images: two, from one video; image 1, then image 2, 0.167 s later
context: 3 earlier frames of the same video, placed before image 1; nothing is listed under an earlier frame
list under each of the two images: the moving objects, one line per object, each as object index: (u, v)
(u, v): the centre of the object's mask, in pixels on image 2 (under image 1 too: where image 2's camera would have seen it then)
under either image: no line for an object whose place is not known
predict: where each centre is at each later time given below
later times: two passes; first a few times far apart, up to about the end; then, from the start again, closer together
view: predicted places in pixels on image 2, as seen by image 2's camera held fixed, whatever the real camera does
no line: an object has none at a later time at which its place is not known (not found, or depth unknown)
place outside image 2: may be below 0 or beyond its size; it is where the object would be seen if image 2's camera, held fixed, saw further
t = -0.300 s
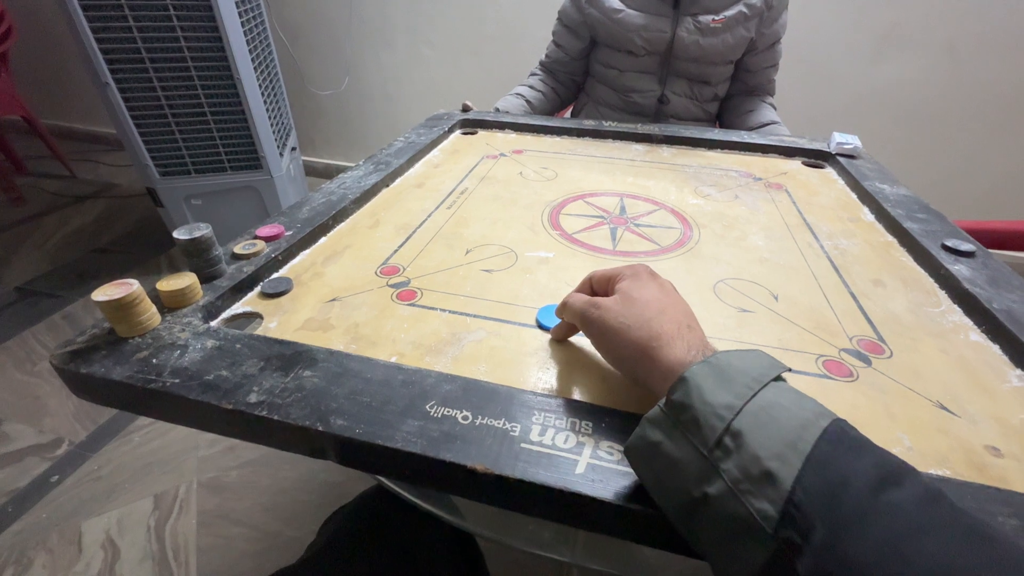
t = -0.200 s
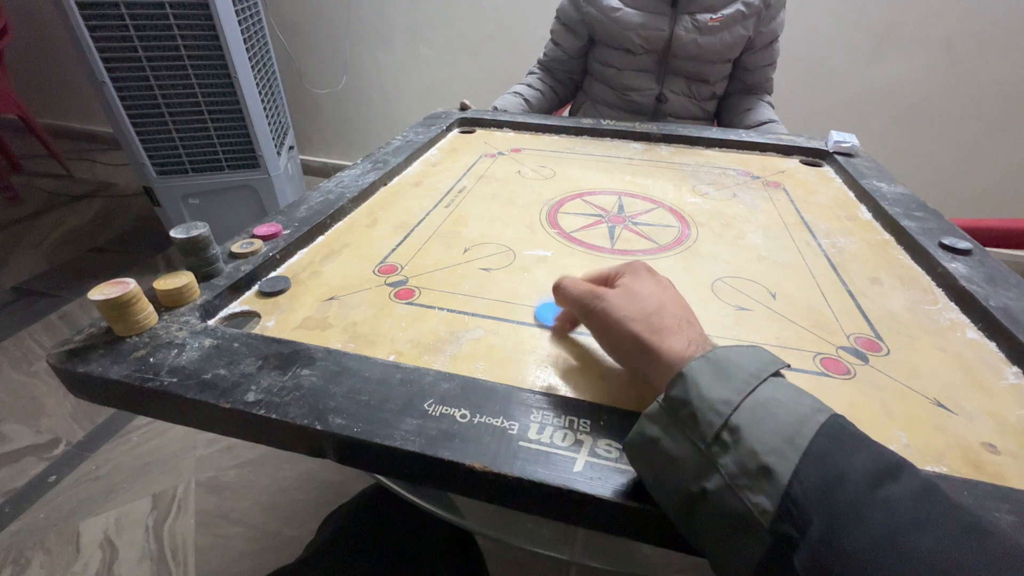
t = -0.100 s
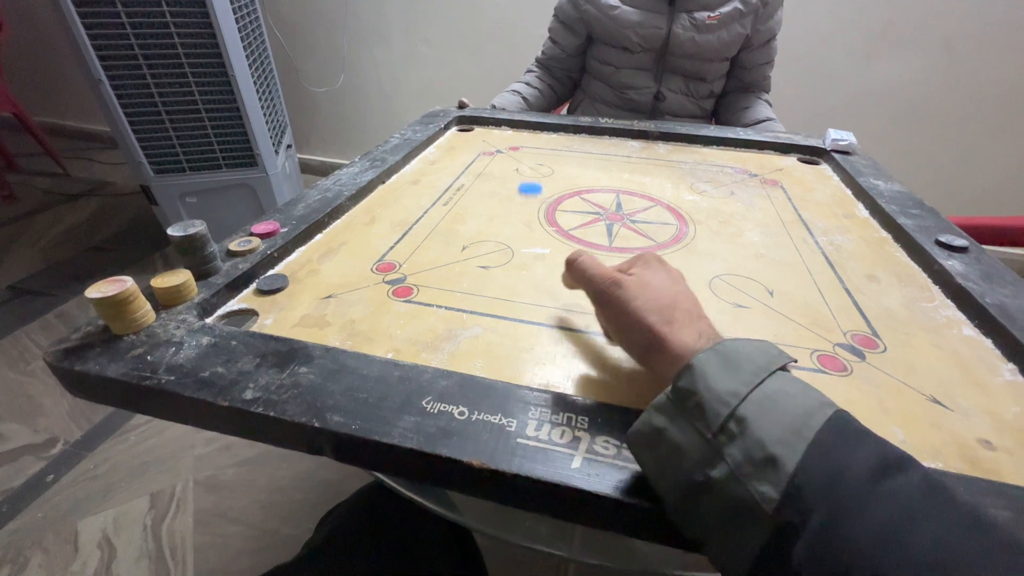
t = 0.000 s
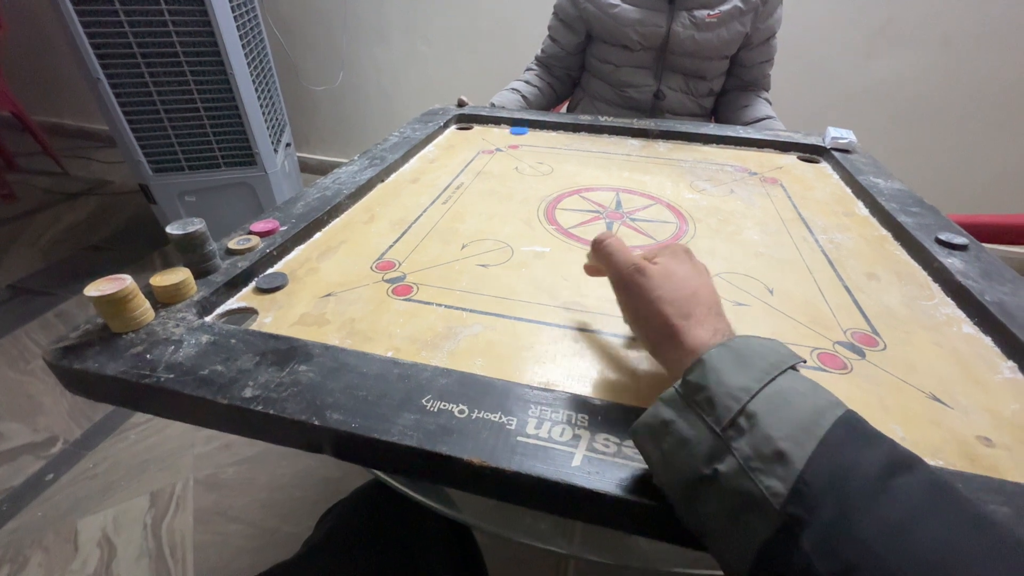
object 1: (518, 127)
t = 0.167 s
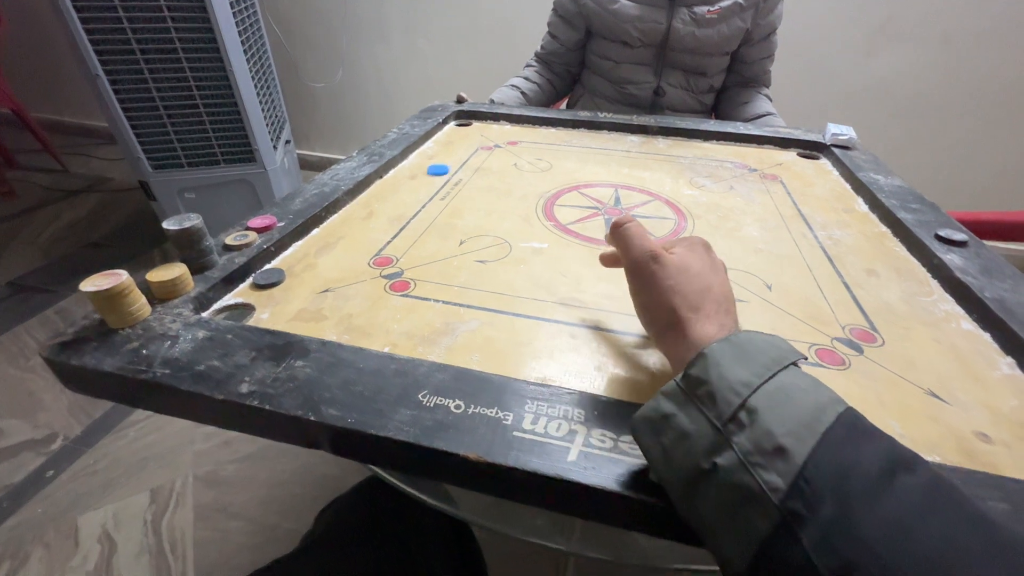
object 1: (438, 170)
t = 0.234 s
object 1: (396, 192)
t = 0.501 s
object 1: (306, 297)
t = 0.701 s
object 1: (342, 331)
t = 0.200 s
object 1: (418, 180)
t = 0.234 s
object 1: (396, 192)
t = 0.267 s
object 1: (373, 203)
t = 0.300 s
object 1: (349, 216)
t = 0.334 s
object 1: (335, 230)
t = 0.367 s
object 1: (322, 245)
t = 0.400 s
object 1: (308, 261)
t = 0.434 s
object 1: (303, 275)
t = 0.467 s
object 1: (305, 286)
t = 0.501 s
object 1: (306, 297)
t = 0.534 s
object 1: (307, 309)
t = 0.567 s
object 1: (309, 320)
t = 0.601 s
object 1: (314, 326)
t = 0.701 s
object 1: (342, 331)
